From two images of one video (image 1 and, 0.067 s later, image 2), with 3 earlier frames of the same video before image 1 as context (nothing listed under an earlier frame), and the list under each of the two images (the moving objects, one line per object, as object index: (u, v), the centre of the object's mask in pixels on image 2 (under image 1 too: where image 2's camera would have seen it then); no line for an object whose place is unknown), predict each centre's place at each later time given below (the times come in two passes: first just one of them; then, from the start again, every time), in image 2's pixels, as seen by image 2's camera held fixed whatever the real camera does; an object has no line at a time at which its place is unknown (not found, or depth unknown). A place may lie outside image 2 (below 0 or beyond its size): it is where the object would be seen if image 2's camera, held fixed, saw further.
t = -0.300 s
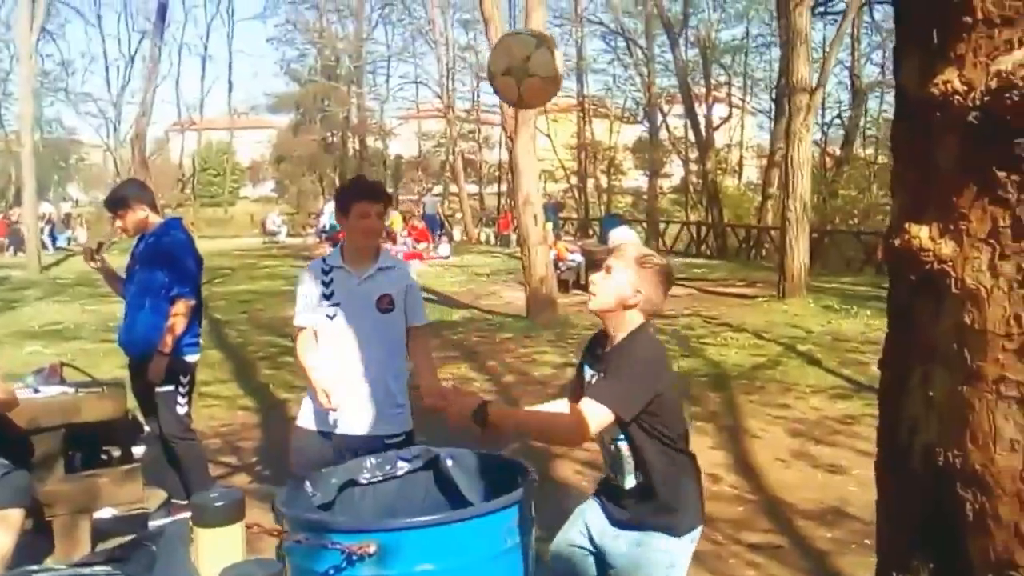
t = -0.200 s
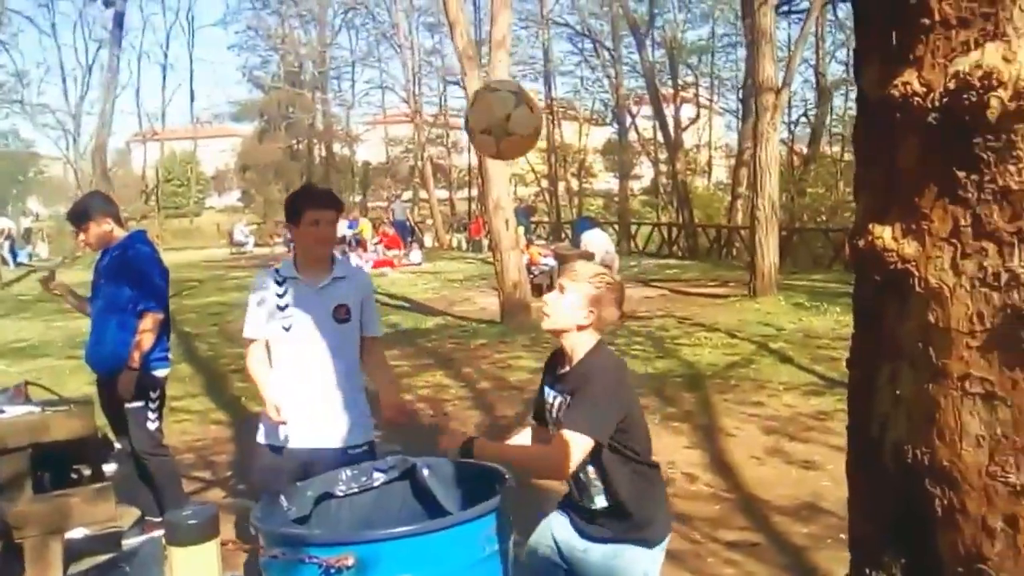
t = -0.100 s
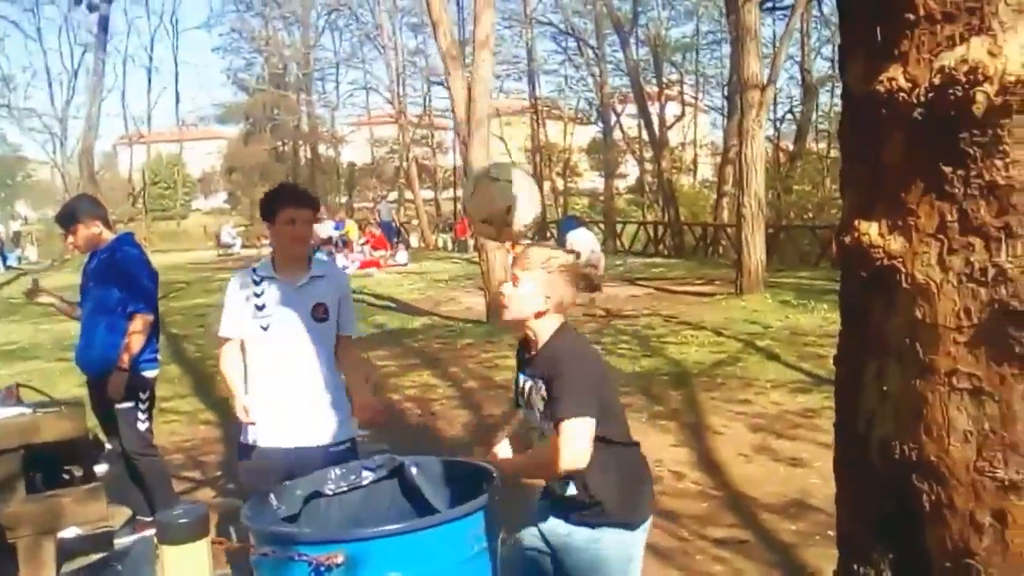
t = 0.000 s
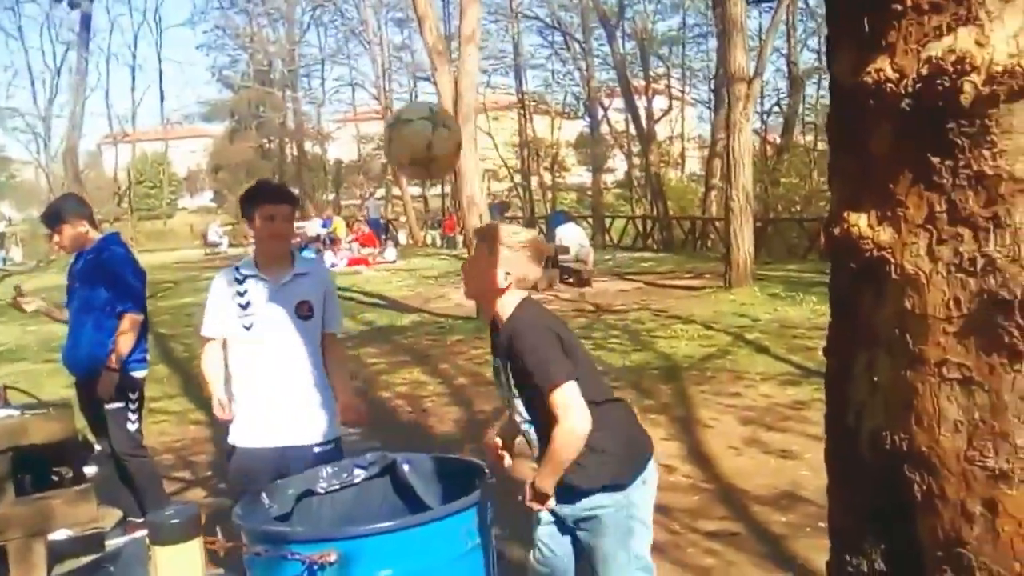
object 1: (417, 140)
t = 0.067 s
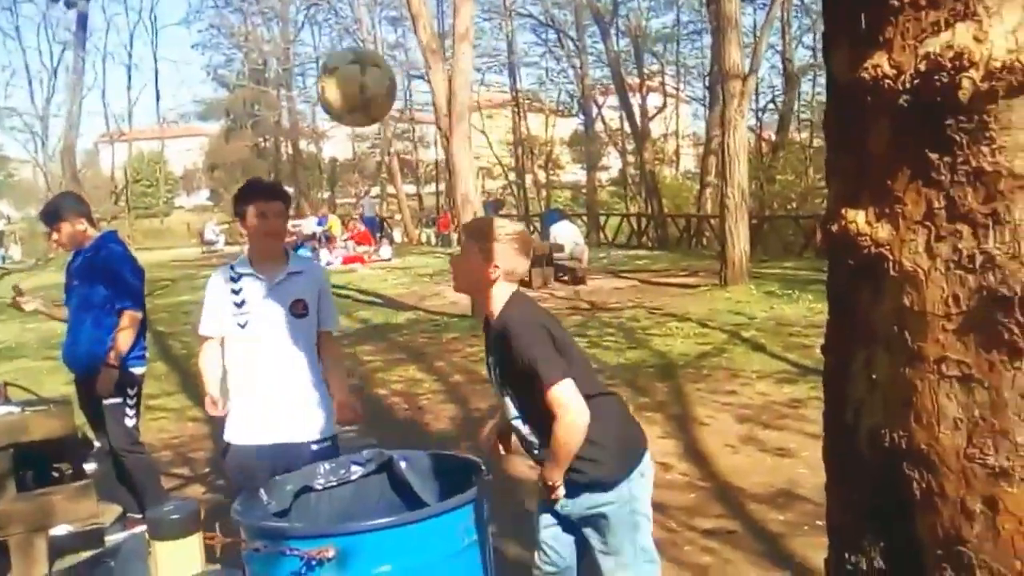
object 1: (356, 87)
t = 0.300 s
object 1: (158, 40)
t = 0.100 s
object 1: (327, 66)
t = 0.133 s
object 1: (297, 49)
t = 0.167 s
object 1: (270, 41)
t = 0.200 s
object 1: (241, 38)
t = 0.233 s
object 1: (211, 36)
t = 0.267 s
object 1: (184, 37)
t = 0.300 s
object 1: (158, 40)
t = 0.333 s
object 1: (132, 45)
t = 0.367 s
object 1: (108, 52)
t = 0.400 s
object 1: (85, 70)
